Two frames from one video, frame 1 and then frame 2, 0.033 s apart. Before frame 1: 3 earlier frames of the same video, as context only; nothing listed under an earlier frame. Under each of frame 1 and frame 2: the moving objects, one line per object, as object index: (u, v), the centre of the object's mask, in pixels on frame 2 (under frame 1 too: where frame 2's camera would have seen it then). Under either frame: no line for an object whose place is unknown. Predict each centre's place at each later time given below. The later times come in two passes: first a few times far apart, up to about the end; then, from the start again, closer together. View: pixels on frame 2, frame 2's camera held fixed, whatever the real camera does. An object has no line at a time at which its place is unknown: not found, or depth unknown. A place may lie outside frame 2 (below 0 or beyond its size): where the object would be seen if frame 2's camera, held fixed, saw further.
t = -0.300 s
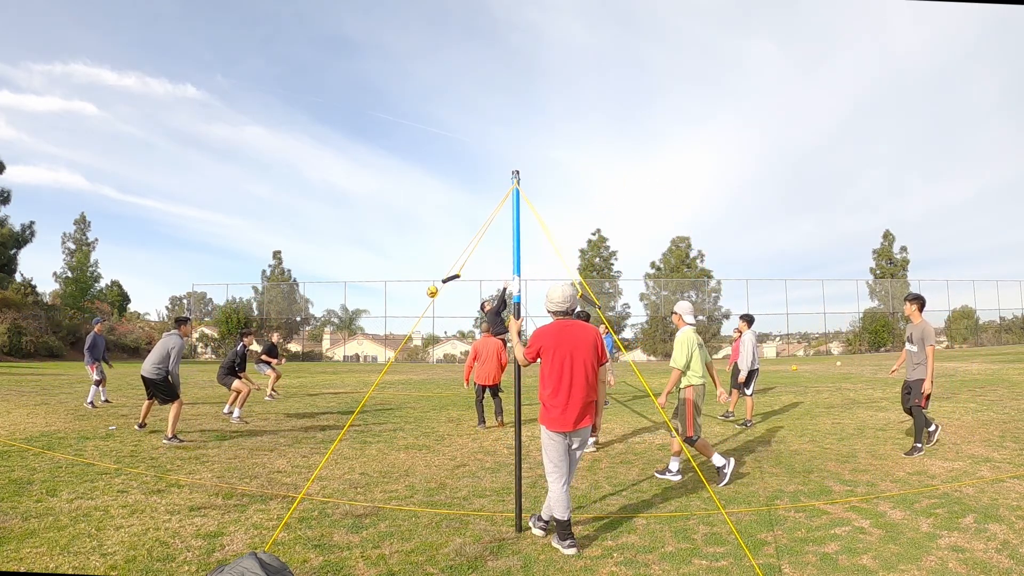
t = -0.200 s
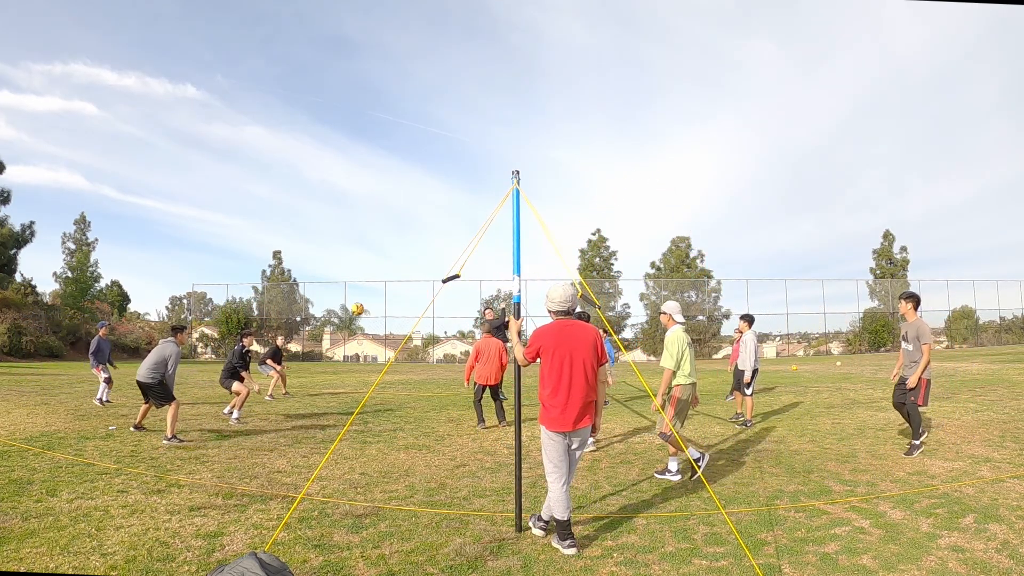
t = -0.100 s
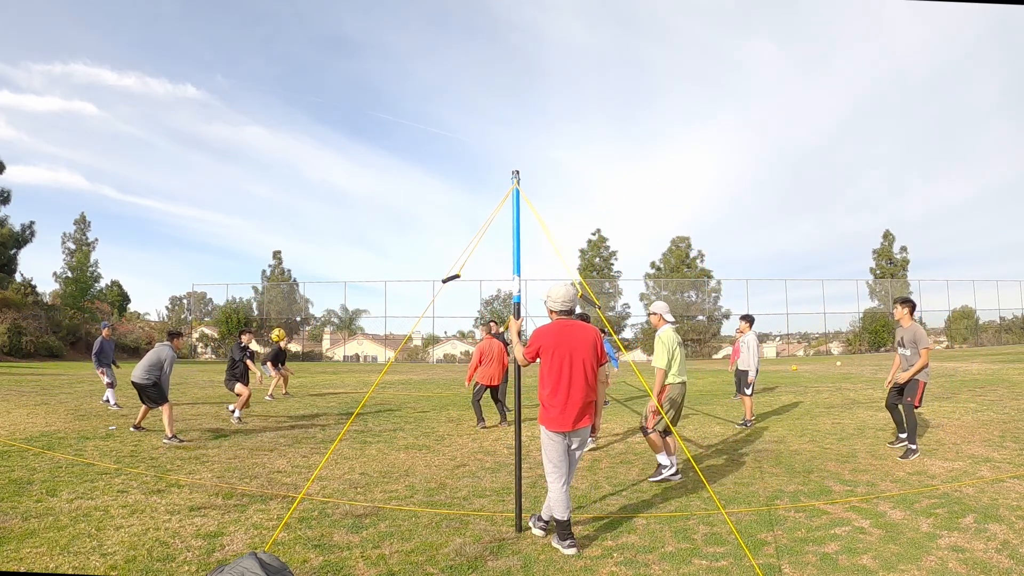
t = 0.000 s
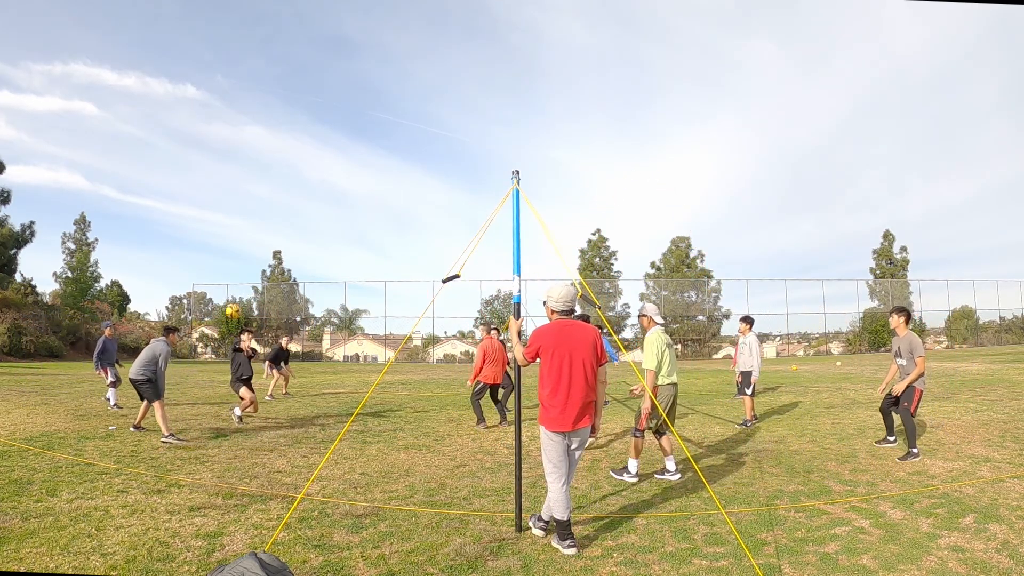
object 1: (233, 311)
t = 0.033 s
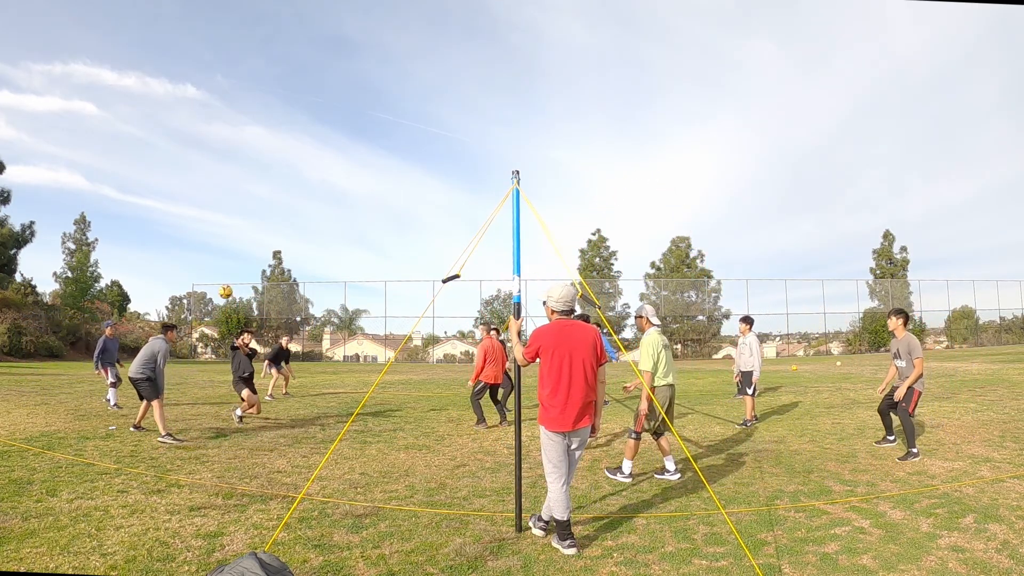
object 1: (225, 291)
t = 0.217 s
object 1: (182, 196)
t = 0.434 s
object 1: (129, 110)
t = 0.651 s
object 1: (71, 56)
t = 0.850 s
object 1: (10, 35)
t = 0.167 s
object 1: (194, 220)
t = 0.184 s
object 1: (190, 212)
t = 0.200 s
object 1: (186, 204)
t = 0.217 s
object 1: (182, 196)
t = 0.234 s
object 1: (178, 189)
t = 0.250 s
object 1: (174, 181)
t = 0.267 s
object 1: (170, 174)
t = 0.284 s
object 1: (166, 167)
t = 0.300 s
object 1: (162, 160)
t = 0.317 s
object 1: (158, 153)
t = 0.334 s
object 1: (154, 146)
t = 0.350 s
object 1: (150, 140)
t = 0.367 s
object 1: (145, 133)
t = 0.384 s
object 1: (141, 128)
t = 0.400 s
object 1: (137, 122)
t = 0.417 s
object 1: (133, 116)
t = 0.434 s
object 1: (129, 110)
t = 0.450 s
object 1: (125, 105)
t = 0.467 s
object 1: (120, 100)
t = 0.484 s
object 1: (116, 95)
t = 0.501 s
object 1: (111, 91)
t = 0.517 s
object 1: (107, 86)
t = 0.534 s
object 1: (103, 82)
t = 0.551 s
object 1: (98, 78)
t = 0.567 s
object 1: (94, 74)
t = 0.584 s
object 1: (89, 70)
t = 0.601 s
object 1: (85, 66)
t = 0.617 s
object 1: (80, 63)
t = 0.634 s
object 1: (75, 59)
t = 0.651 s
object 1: (71, 56)
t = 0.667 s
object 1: (66, 54)
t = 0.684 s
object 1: (61, 51)
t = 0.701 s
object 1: (56, 49)
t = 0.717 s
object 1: (51, 46)
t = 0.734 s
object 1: (46, 44)
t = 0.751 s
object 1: (41, 42)
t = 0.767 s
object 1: (36, 41)
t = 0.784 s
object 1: (31, 39)
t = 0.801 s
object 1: (26, 38)
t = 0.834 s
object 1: (15, 36)
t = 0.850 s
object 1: (10, 35)
